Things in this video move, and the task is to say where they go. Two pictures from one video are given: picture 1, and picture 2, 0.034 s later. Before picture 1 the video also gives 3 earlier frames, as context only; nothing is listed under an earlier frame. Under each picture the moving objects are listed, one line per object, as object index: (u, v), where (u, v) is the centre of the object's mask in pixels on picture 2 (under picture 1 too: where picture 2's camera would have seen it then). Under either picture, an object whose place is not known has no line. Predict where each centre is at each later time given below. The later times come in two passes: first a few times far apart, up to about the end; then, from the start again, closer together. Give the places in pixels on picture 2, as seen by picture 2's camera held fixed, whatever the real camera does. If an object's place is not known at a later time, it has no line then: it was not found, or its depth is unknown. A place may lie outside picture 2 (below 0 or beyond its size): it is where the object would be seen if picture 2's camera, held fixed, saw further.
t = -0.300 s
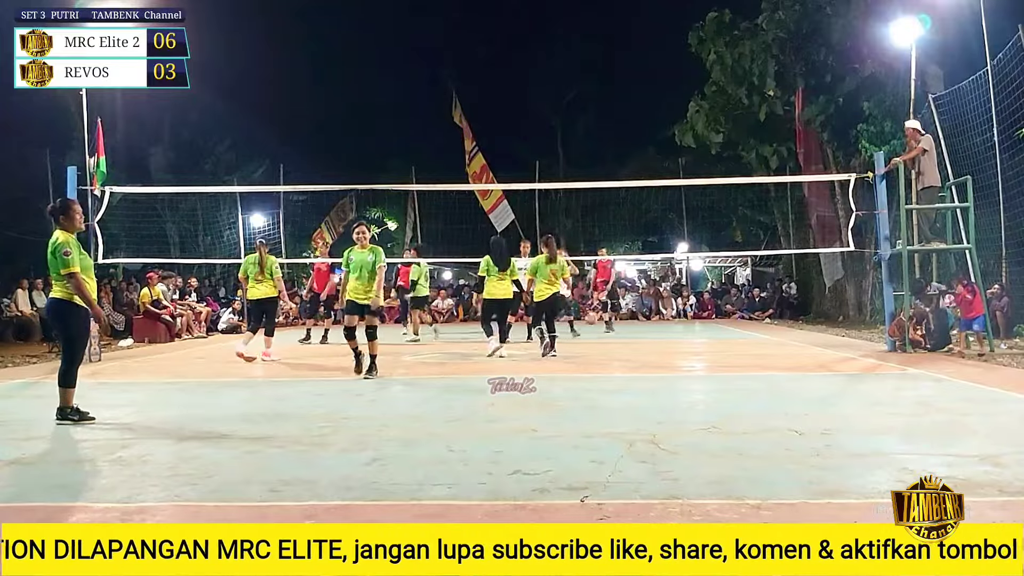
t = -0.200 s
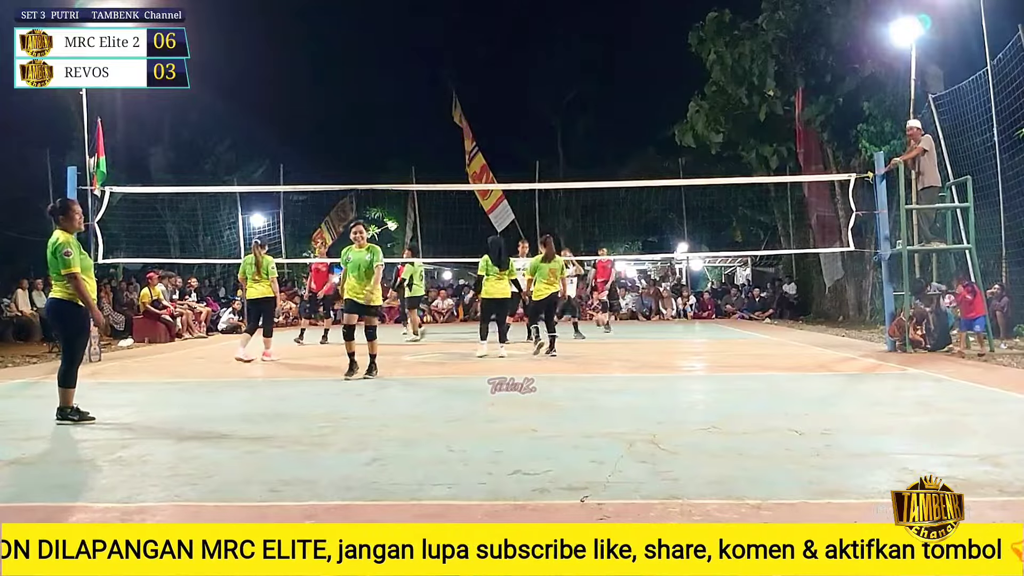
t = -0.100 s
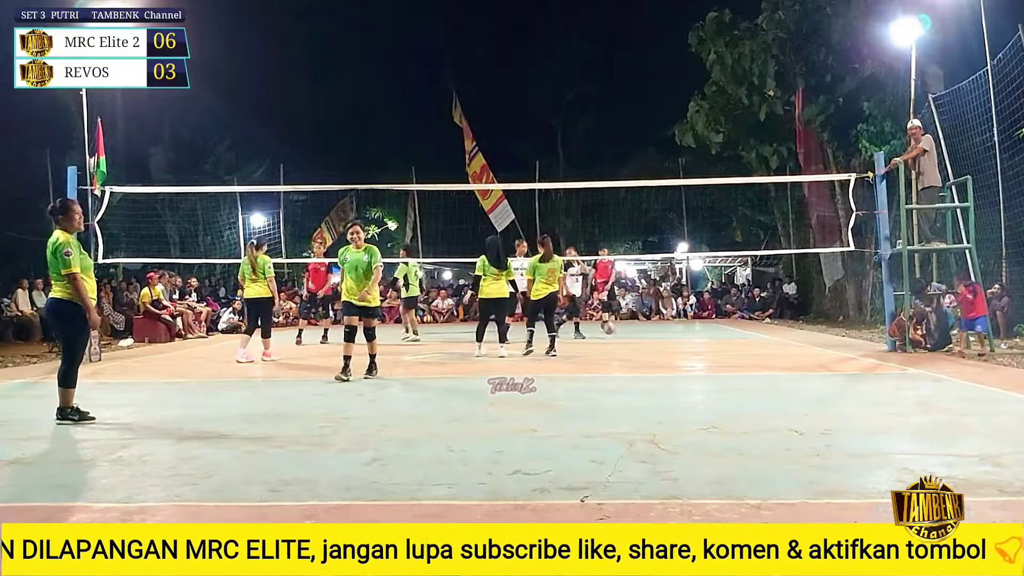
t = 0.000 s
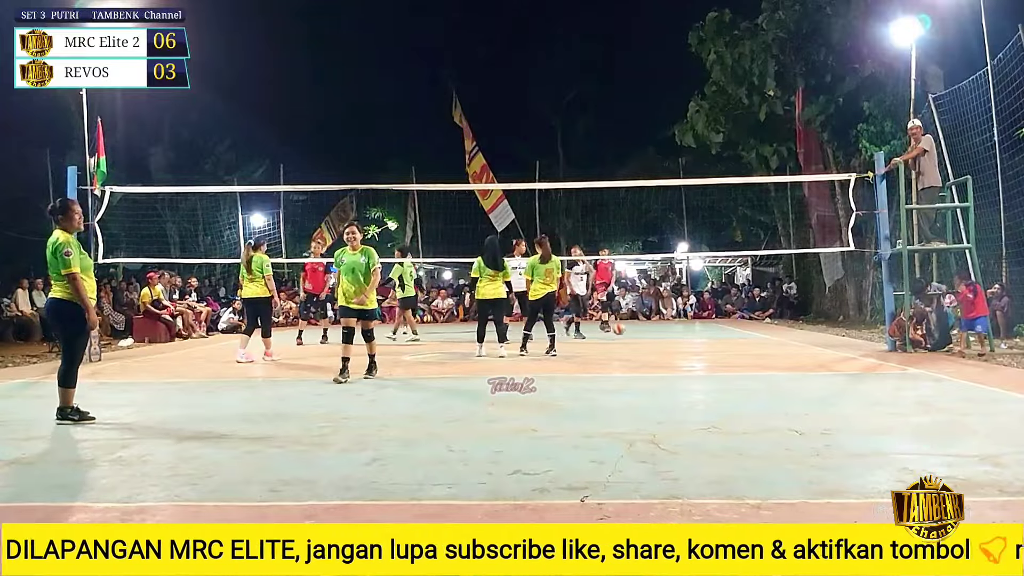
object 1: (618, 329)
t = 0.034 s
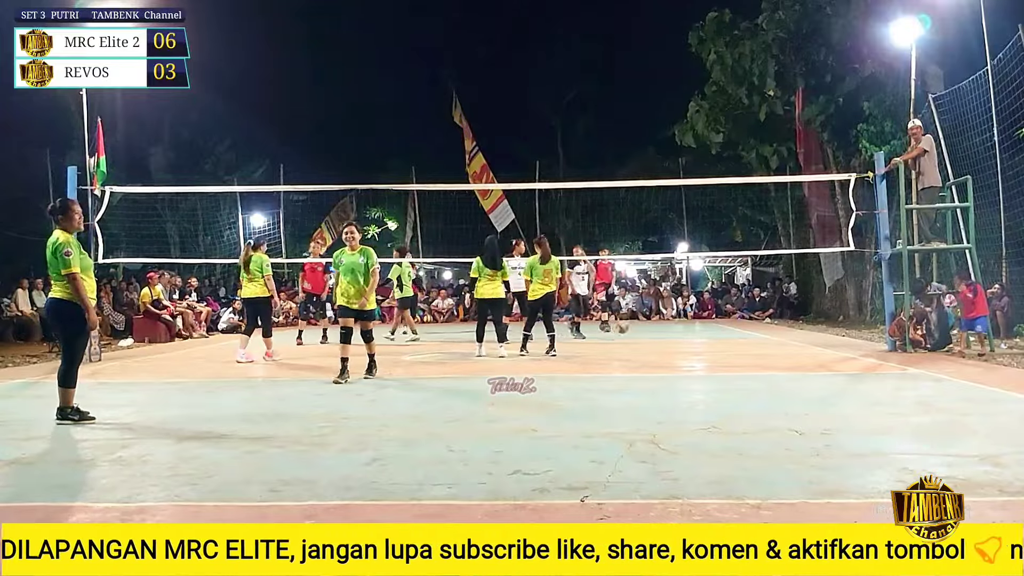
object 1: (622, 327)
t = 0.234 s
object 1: (641, 332)
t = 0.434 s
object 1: (663, 332)
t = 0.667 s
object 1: (691, 339)
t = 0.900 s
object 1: (722, 348)
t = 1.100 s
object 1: (751, 353)
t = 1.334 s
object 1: (792, 356)
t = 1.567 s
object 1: (836, 365)
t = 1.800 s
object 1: (886, 371)
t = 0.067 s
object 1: (624, 327)
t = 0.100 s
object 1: (628, 326)
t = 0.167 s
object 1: (635, 327)
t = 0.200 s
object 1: (638, 329)
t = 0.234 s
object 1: (641, 332)
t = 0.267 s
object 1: (645, 336)
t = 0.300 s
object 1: (648, 337)
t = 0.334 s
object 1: (652, 335)
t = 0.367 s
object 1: (656, 333)
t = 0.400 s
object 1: (660, 332)
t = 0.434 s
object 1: (663, 332)
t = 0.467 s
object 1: (667, 333)
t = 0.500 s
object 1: (671, 335)
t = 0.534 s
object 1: (675, 337)
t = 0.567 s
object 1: (678, 341)
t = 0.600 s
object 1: (683, 344)
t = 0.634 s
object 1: (687, 340)
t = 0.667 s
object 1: (691, 339)
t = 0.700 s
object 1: (696, 339)
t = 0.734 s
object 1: (699, 339)
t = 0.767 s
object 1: (704, 340)
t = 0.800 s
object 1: (708, 342)
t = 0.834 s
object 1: (713, 344)
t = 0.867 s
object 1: (718, 349)
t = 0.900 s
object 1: (722, 348)
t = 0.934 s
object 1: (728, 347)
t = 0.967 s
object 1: (732, 346)
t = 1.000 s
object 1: (737, 347)
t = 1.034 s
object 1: (741, 349)
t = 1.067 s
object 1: (746, 352)
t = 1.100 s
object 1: (751, 353)
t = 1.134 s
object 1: (757, 352)
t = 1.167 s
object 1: (763, 352)
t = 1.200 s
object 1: (768, 353)
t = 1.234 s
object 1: (774, 354)
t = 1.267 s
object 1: (780, 358)
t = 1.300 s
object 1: (786, 357)
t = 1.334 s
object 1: (792, 356)
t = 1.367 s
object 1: (797, 357)
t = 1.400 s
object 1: (804, 358)
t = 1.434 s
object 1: (811, 360)
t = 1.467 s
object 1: (816, 364)
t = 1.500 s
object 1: (823, 363)
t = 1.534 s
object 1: (829, 364)
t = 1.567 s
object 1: (836, 365)
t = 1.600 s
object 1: (844, 365)
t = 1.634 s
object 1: (849, 367)
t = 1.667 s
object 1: (857, 367)
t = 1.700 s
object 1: (865, 368)
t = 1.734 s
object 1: (871, 368)
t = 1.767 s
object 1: (877, 369)
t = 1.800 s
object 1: (886, 371)
